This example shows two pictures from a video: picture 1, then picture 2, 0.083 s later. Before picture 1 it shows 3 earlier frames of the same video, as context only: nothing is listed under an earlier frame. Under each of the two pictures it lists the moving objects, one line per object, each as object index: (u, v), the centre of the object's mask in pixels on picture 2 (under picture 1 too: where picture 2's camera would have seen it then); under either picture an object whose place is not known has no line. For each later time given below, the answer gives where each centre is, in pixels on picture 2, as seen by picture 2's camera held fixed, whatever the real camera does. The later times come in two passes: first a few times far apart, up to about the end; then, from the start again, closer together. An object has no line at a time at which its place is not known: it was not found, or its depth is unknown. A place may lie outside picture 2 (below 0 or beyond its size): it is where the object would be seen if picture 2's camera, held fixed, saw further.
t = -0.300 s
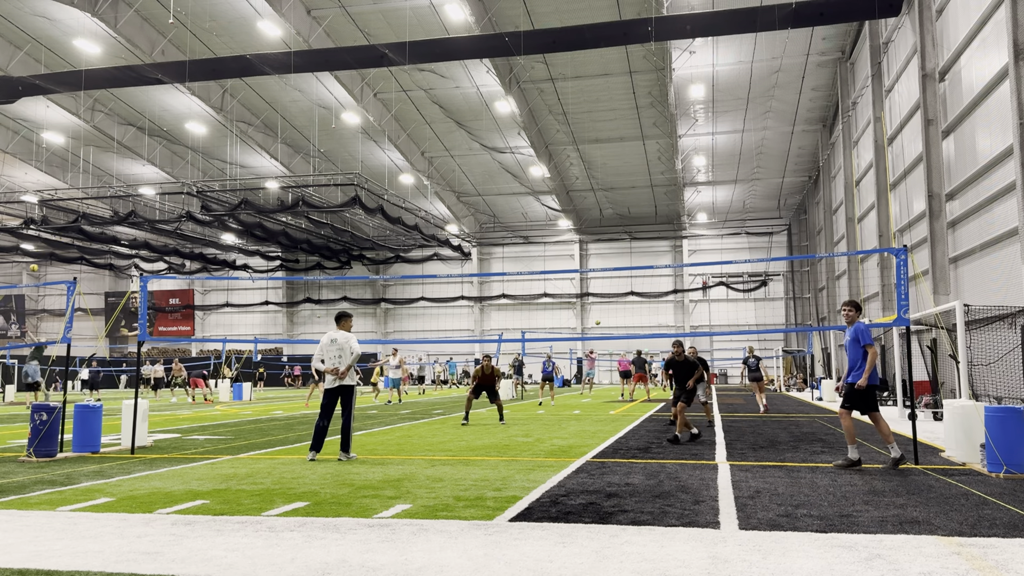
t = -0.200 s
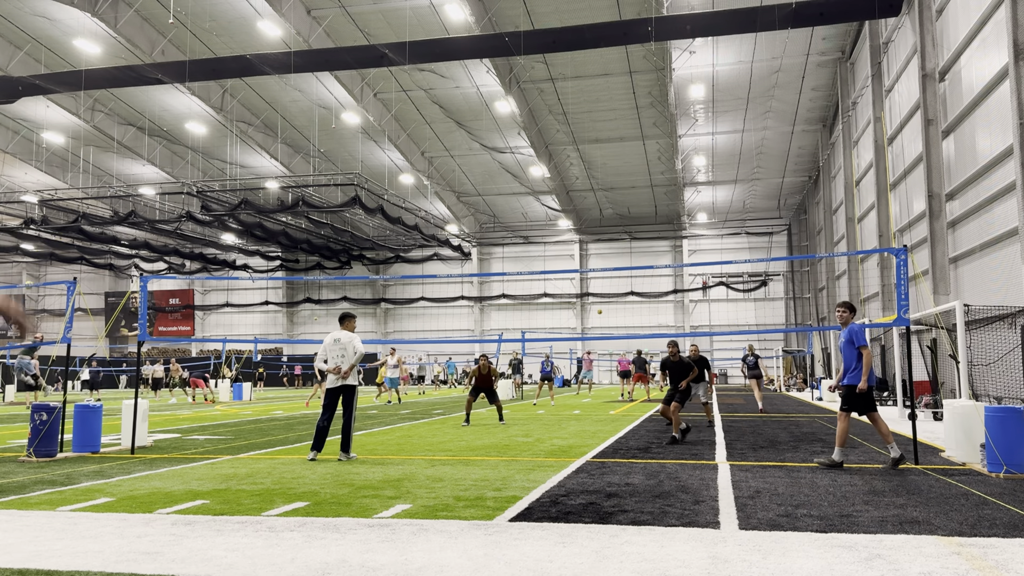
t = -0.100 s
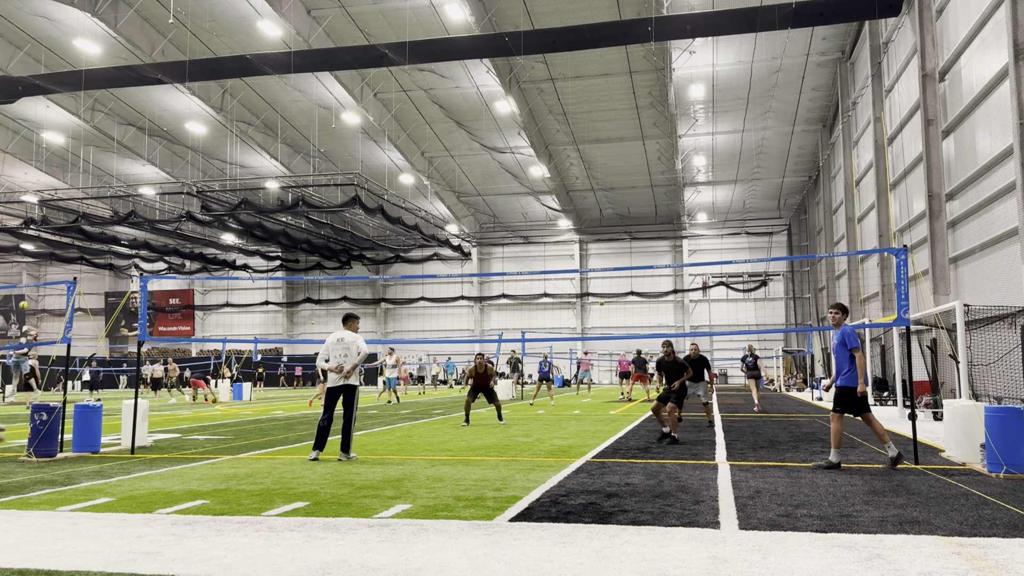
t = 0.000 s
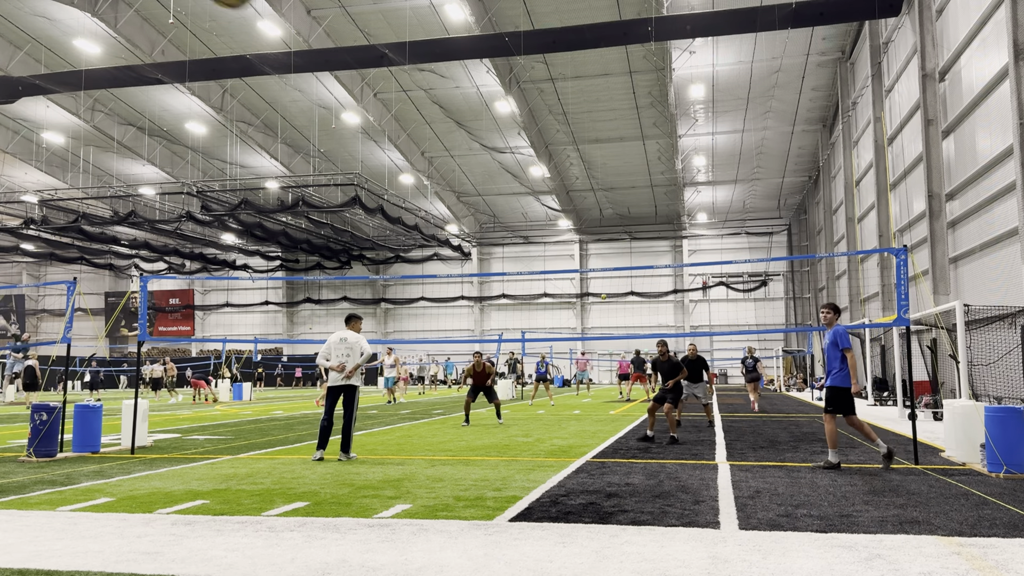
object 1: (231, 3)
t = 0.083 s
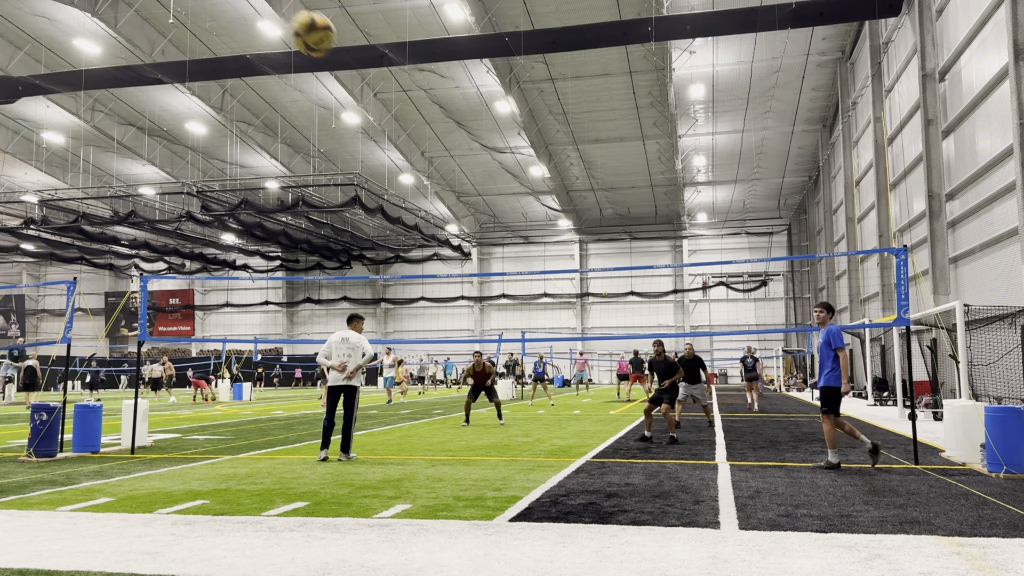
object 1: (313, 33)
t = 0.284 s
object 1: (394, 124)
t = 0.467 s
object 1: (425, 190)
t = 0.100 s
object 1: (323, 42)
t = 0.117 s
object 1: (333, 51)
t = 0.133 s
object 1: (342, 59)
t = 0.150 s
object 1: (349, 67)
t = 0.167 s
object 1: (357, 75)
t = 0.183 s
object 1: (364, 82)
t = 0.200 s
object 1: (371, 89)
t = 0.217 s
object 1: (376, 96)
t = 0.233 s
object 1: (382, 104)
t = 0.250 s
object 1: (387, 111)
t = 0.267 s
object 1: (391, 118)
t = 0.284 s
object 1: (394, 124)
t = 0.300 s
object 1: (398, 131)
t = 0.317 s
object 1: (401, 137)
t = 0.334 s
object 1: (405, 143)
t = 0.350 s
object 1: (408, 149)
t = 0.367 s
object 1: (411, 155)
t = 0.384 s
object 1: (414, 161)
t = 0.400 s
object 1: (416, 166)
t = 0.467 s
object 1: (425, 190)
